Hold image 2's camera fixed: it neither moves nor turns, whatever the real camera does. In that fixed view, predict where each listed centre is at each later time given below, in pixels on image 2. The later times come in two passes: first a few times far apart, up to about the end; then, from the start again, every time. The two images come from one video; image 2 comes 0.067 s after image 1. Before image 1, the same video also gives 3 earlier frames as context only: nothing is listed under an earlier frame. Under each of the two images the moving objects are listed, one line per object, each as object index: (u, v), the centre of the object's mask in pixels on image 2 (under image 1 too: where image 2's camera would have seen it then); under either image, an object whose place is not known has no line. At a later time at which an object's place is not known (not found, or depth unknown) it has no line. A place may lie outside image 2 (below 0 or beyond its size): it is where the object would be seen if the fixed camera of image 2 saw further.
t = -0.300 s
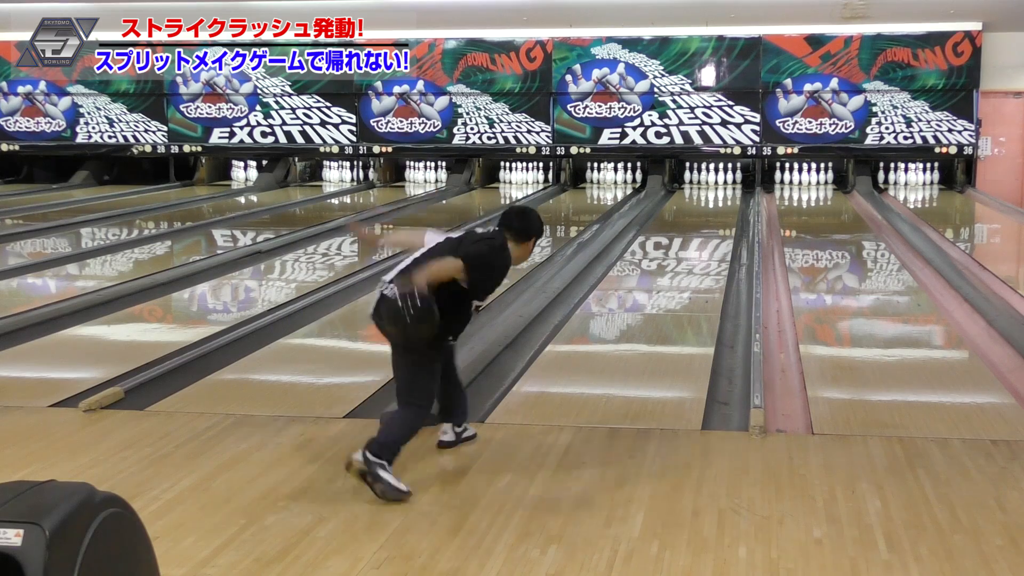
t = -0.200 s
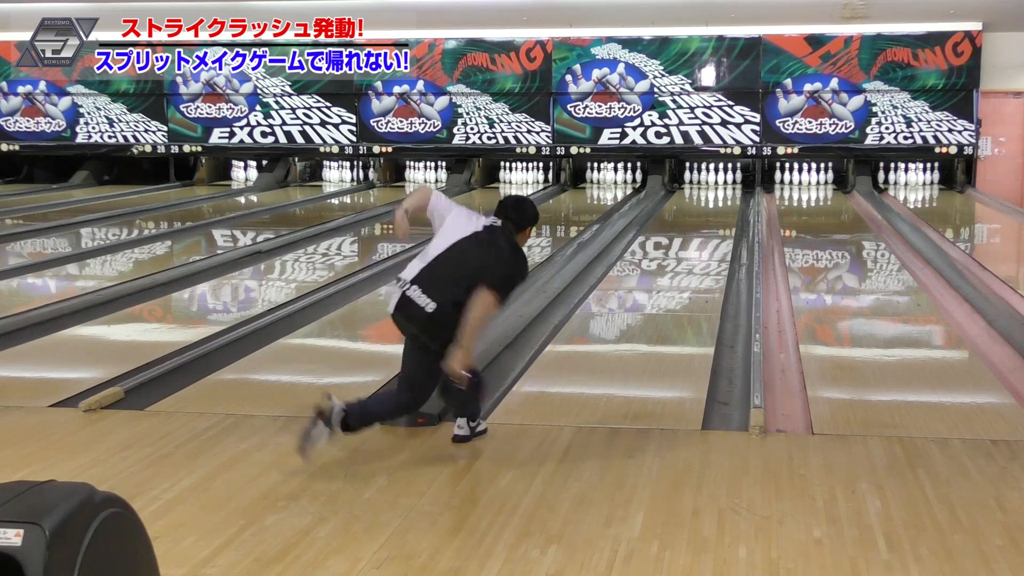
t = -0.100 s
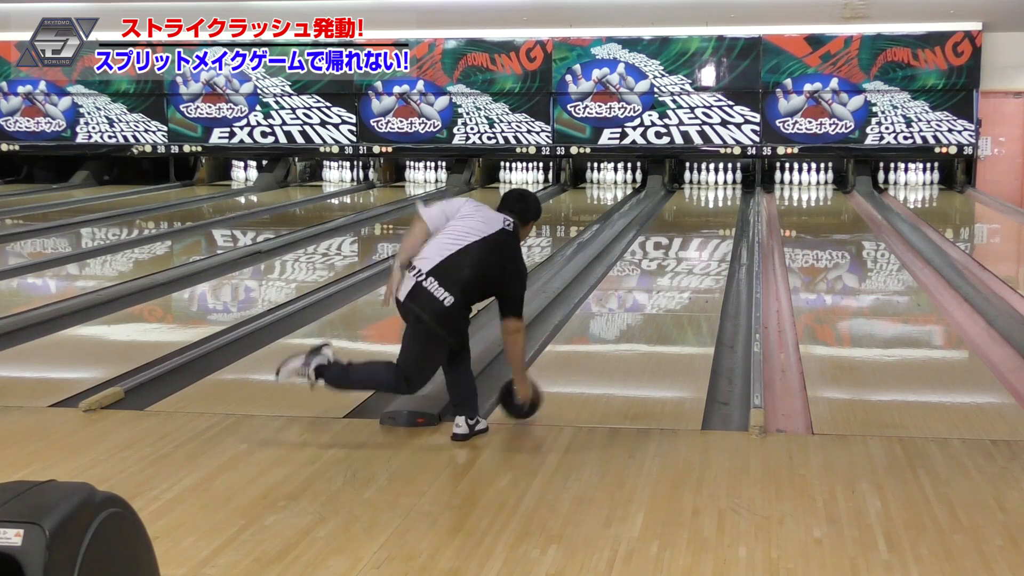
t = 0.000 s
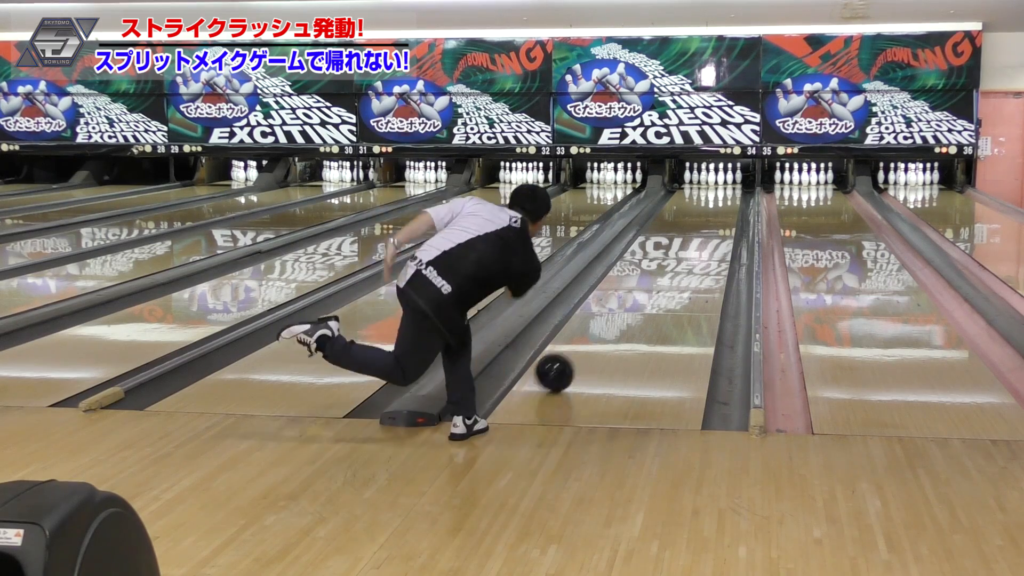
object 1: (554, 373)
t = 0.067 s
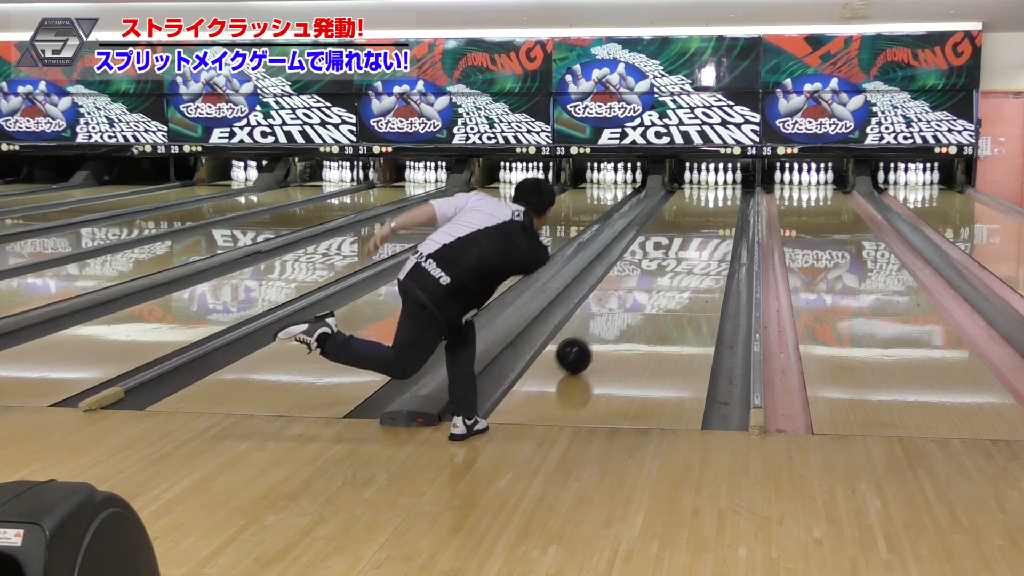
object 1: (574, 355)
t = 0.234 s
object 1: (612, 320)
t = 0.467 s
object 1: (651, 284)
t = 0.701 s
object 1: (679, 258)
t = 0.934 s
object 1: (699, 239)
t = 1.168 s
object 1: (714, 223)
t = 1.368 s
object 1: (724, 213)
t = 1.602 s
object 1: (731, 202)
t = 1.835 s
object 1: (732, 193)
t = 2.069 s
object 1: (727, 187)
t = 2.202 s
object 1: (721, 183)
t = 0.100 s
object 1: (582, 347)
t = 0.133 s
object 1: (591, 340)
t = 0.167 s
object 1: (598, 333)
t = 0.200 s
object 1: (606, 327)
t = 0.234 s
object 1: (612, 320)
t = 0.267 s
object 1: (619, 314)
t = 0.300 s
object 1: (625, 309)
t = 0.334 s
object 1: (631, 303)
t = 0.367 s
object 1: (636, 298)
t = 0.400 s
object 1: (642, 293)
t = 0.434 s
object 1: (647, 289)
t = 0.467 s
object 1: (651, 284)
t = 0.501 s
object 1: (656, 280)
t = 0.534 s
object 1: (660, 276)
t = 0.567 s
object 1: (664, 272)
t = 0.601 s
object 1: (668, 269)
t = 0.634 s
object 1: (672, 265)
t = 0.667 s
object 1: (675, 262)
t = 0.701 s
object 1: (679, 258)
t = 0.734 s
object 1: (682, 255)
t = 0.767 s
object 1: (685, 252)
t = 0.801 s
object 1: (688, 250)
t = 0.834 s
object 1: (691, 246)
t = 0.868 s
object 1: (694, 244)
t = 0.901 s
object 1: (697, 241)
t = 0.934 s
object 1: (699, 239)
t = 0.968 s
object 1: (702, 236)
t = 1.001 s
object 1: (704, 234)
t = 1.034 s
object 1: (706, 232)
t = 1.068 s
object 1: (708, 230)
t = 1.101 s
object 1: (710, 227)
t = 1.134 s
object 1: (712, 225)
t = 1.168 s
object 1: (714, 223)
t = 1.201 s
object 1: (716, 221)
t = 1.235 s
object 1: (718, 220)
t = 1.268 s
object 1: (719, 218)
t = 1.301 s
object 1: (721, 216)
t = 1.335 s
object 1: (722, 214)
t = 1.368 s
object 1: (724, 213)
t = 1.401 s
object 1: (725, 211)
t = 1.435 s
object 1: (726, 209)
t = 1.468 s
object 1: (728, 208)
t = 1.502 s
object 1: (729, 207)
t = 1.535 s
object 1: (730, 205)
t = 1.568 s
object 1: (730, 203)
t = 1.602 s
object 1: (731, 202)
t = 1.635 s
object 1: (731, 201)
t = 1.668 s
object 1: (732, 199)
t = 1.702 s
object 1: (732, 198)
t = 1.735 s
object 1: (733, 197)
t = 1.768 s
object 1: (732, 196)
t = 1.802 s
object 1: (732, 194)
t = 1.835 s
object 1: (732, 193)
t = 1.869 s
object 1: (732, 192)
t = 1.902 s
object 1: (731, 191)
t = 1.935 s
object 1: (731, 190)
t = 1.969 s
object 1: (730, 189)
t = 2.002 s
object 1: (729, 188)
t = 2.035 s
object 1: (728, 188)
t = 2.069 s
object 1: (727, 187)
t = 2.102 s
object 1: (725, 185)
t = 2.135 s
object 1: (723, 185)
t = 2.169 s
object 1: (722, 184)
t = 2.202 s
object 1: (721, 183)
